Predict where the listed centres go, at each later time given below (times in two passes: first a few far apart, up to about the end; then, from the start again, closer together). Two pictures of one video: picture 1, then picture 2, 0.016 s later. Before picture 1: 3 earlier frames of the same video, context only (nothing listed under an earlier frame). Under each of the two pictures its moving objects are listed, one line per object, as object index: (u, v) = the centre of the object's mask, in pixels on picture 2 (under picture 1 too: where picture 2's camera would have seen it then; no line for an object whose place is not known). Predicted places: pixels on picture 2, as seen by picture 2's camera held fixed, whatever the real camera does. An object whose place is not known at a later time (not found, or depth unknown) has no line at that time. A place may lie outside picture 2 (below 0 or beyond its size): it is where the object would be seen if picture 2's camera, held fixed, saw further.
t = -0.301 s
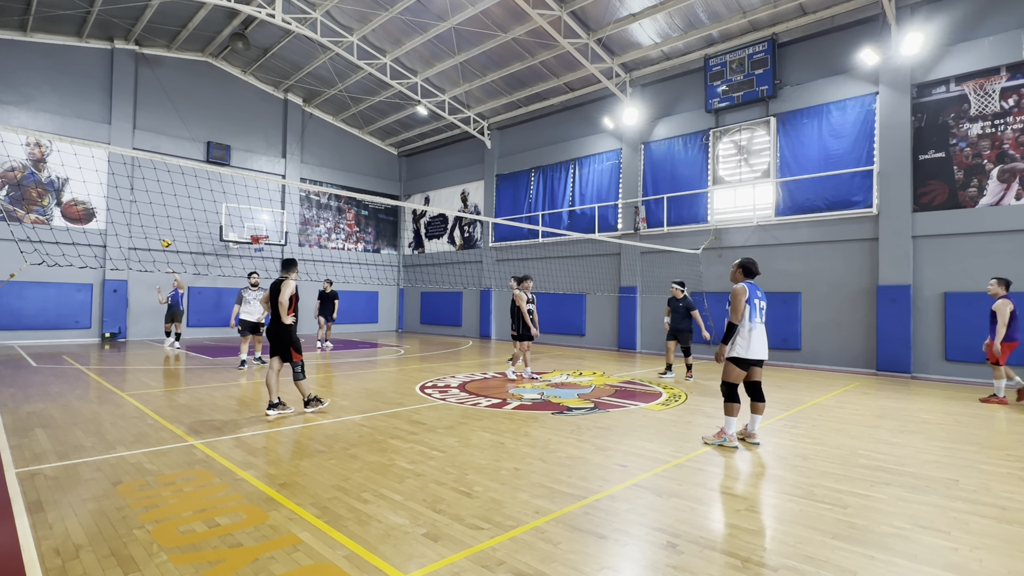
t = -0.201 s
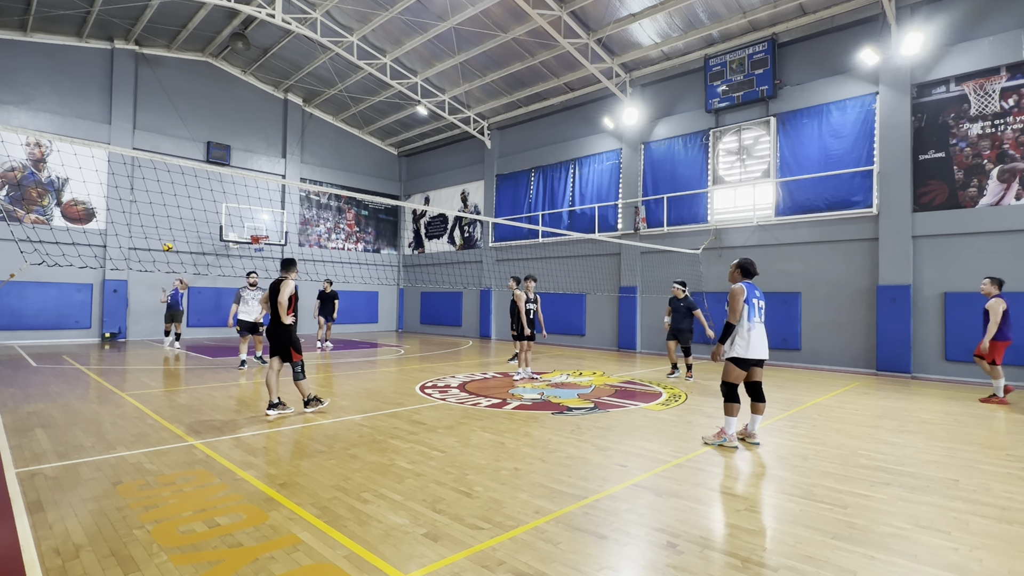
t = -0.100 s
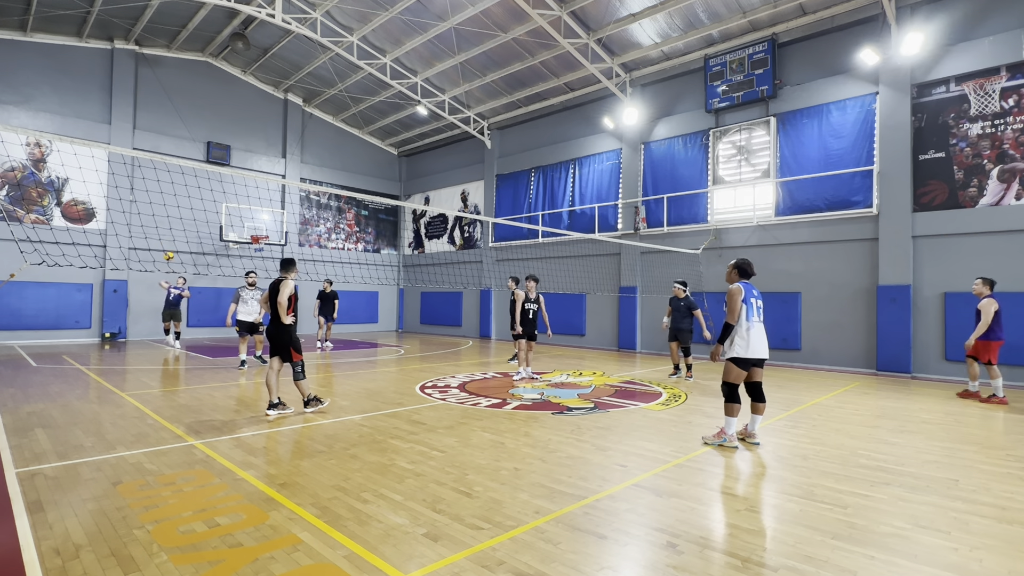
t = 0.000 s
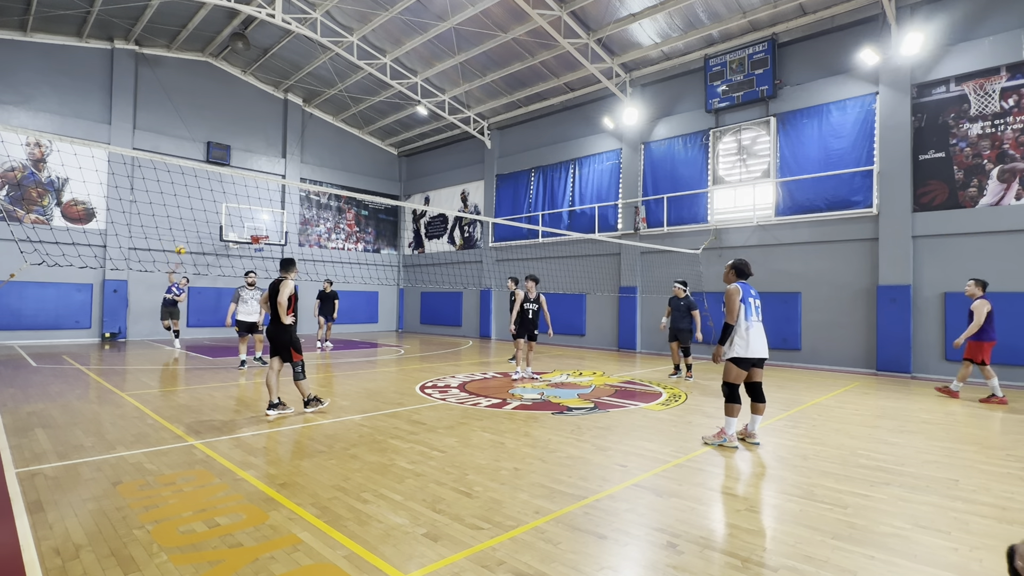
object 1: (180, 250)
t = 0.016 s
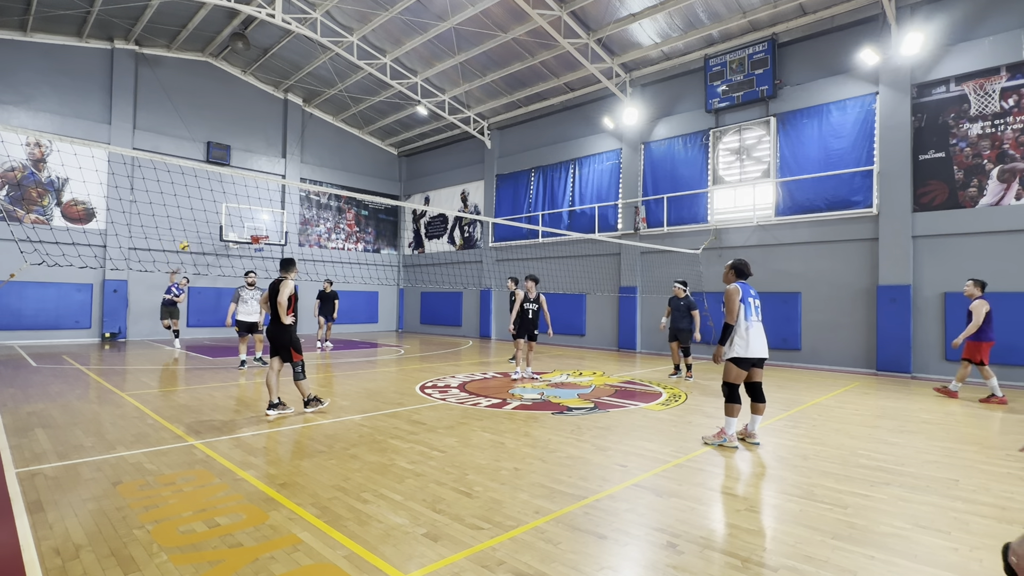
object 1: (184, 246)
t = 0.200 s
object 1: (232, 205)
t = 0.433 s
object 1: (318, 167)
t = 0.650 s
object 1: (436, 152)
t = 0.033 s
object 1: (188, 242)
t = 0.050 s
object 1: (191, 238)
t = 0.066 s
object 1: (195, 235)
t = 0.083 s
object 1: (200, 230)
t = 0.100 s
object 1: (203, 227)
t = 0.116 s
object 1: (208, 223)
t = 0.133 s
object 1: (213, 220)
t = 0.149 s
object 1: (218, 217)
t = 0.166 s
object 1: (221, 212)
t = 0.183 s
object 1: (226, 209)
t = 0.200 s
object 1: (232, 205)
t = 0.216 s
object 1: (236, 203)
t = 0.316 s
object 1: (270, 185)
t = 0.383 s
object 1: (296, 174)
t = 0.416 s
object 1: (310, 168)
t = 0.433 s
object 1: (318, 167)
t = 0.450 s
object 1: (325, 165)
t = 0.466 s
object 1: (333, 163)
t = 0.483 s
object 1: (341, 161)
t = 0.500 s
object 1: (350, 159)
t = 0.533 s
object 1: (367, 157)
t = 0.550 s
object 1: (376, 156)
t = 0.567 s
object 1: (385, 155)
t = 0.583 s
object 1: (395, 154)
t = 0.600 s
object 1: (405, 153)
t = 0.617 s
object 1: (414, 153)
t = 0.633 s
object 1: (425, 153)
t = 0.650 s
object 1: (436, 152)
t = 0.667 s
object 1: (447, 153)
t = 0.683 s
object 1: (459, 153)
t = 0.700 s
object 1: (471, 153)
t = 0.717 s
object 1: (483, 154)
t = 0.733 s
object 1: (495, 155)
